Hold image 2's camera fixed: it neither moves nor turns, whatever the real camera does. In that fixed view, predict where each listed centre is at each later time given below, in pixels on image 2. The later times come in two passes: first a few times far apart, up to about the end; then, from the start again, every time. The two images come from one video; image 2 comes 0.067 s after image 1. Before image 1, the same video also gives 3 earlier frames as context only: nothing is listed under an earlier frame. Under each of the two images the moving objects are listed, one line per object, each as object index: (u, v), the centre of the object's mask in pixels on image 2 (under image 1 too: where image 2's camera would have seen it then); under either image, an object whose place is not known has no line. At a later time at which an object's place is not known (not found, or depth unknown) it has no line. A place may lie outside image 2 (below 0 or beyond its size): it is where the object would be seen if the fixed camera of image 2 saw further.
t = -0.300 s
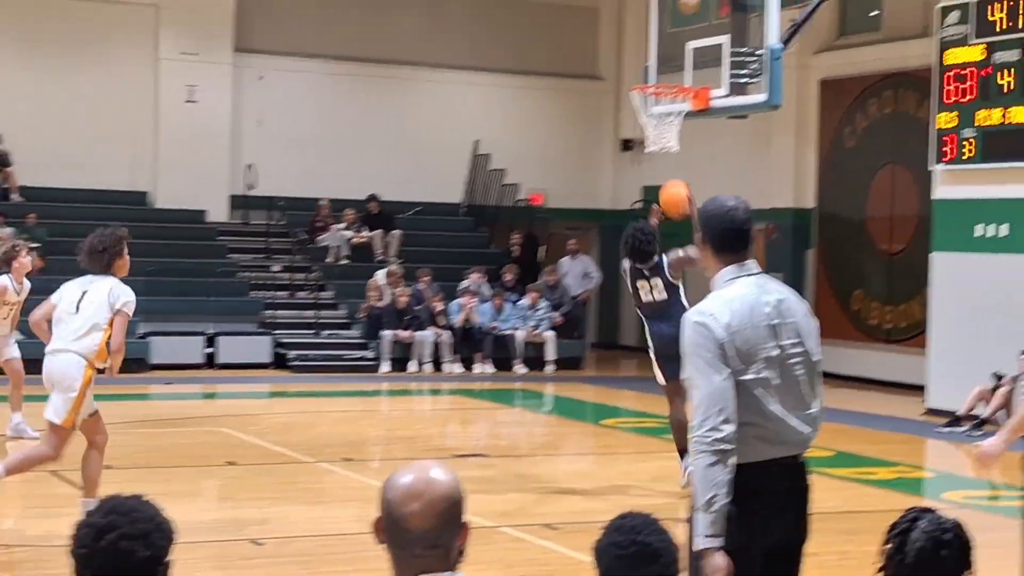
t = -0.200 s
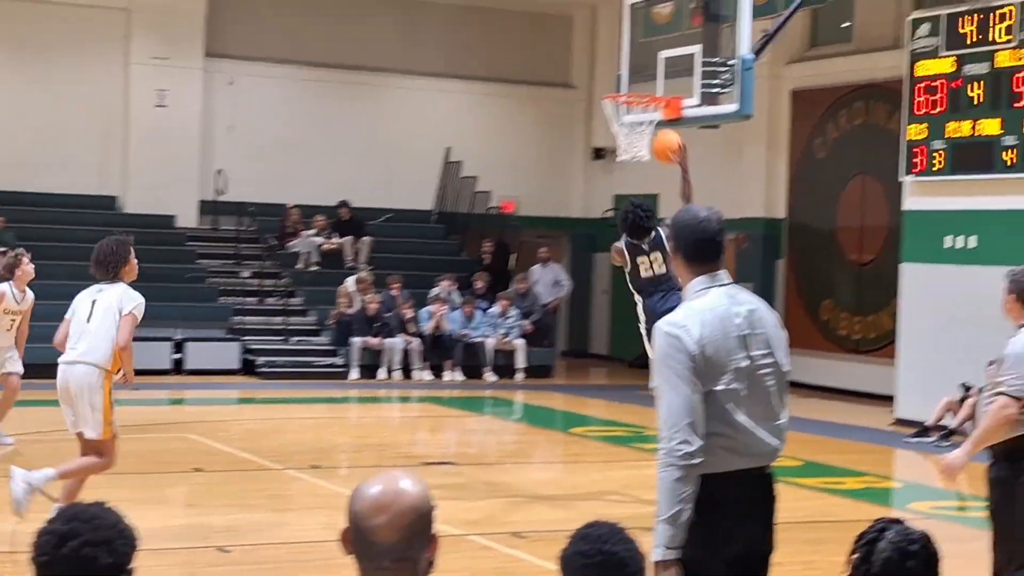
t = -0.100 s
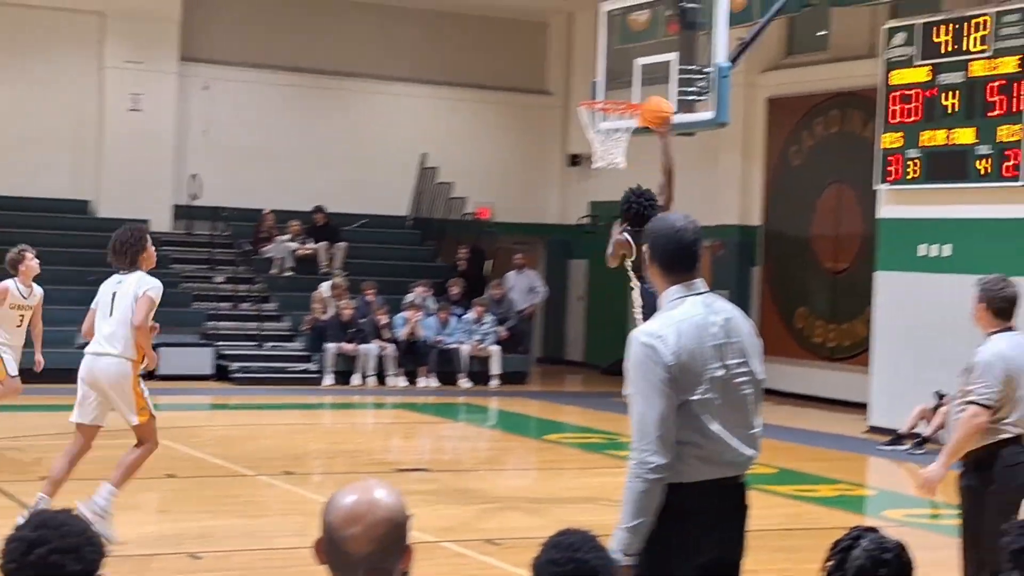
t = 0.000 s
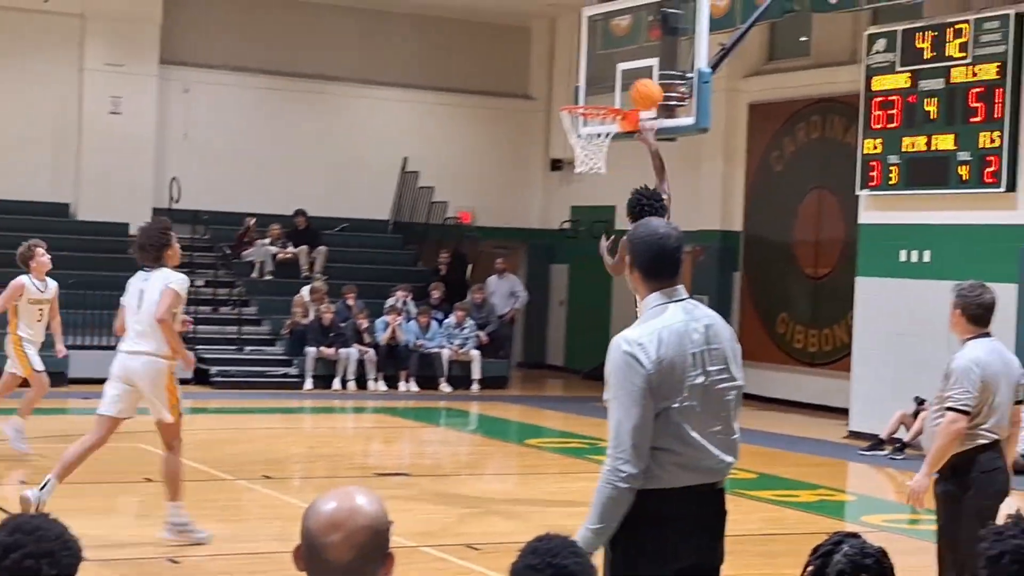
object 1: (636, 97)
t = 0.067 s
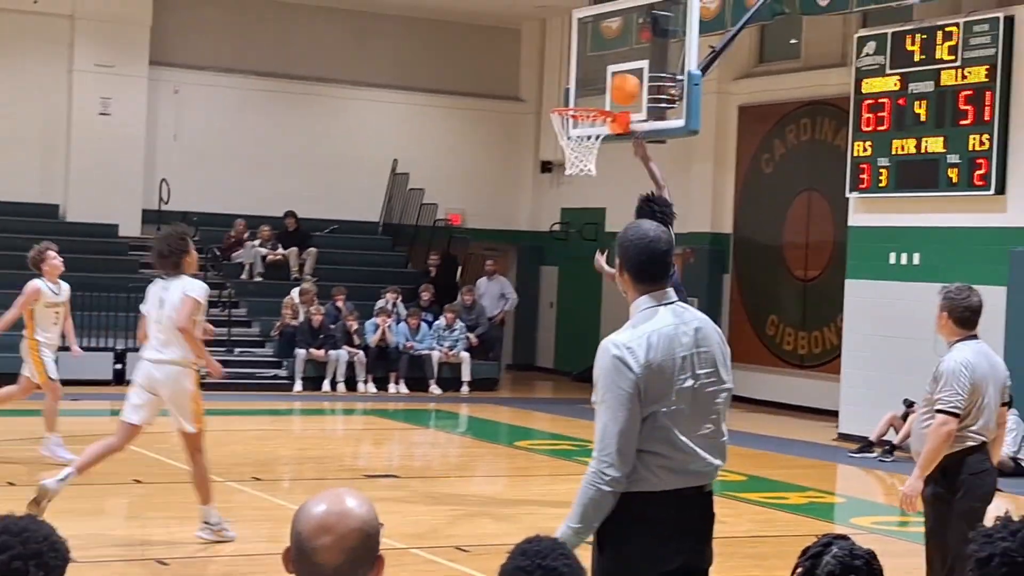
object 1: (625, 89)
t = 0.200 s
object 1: (599, 90)
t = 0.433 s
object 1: (576, 128)
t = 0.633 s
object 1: (571, 172)
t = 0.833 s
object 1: (574, 232)
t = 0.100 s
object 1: (618, 88)
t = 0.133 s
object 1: (611, 87)
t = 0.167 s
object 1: (605, 88)
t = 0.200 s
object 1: (599, 90)
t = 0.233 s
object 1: (592, 93)
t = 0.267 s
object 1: (587, 96)
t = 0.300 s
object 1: (584, 98)
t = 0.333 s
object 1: (581, 102)
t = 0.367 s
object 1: (581, 102)
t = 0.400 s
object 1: (578, 115)
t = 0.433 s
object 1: (576, 128)
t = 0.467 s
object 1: (575, 132)
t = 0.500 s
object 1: (571, 144)
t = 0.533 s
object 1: (571, 152)
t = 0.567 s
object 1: (570, 156)
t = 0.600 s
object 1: (570, 159)
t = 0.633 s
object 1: (571, 172)
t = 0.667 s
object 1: (572, 177)
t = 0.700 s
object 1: (572, 184)
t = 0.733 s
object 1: (573, 194)
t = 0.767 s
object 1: (573, 205)
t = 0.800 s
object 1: (573, 218)
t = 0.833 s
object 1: (574, 232)
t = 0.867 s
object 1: (572, 247)
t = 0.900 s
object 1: (569, 265)
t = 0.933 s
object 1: (567, 284)
